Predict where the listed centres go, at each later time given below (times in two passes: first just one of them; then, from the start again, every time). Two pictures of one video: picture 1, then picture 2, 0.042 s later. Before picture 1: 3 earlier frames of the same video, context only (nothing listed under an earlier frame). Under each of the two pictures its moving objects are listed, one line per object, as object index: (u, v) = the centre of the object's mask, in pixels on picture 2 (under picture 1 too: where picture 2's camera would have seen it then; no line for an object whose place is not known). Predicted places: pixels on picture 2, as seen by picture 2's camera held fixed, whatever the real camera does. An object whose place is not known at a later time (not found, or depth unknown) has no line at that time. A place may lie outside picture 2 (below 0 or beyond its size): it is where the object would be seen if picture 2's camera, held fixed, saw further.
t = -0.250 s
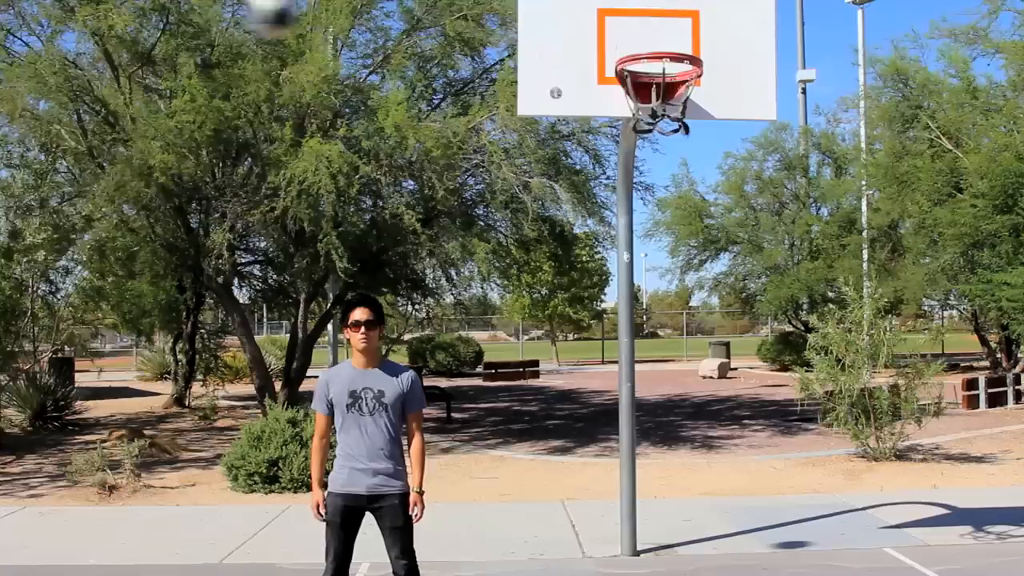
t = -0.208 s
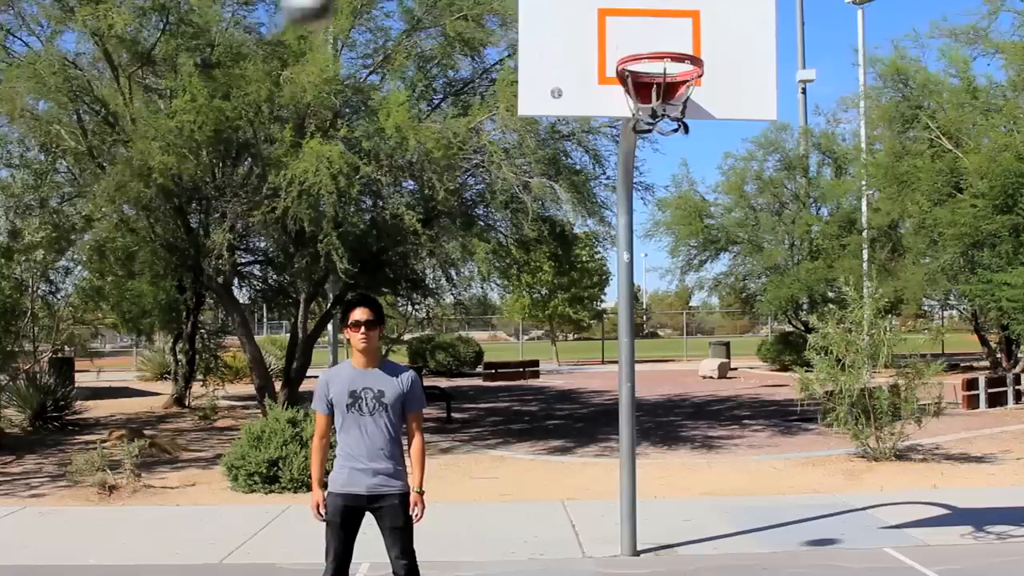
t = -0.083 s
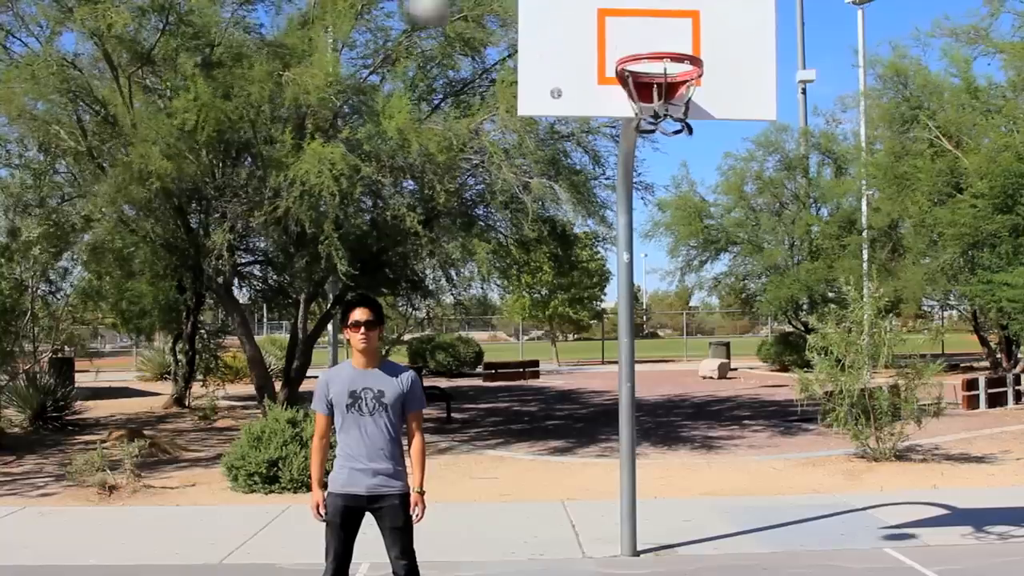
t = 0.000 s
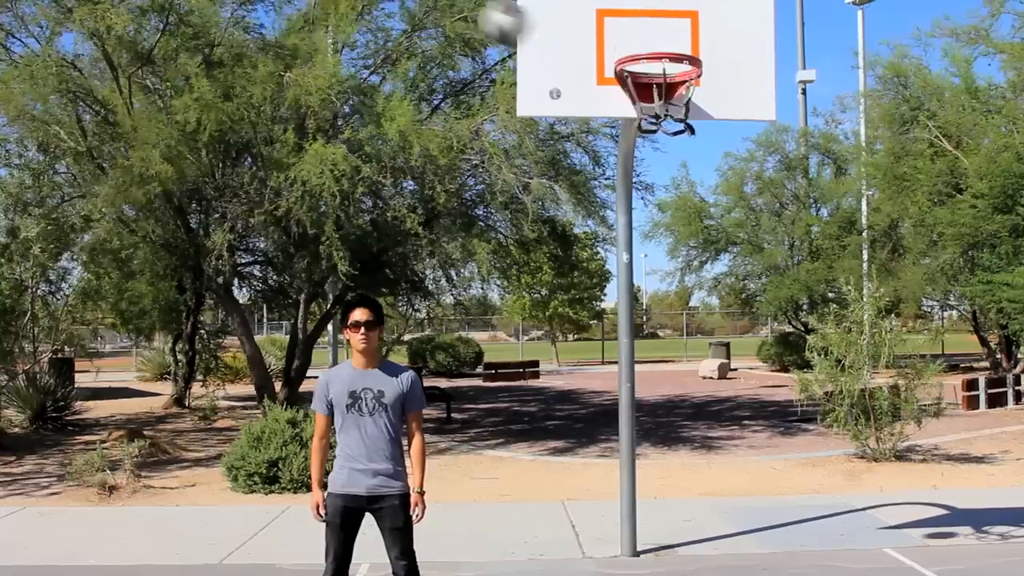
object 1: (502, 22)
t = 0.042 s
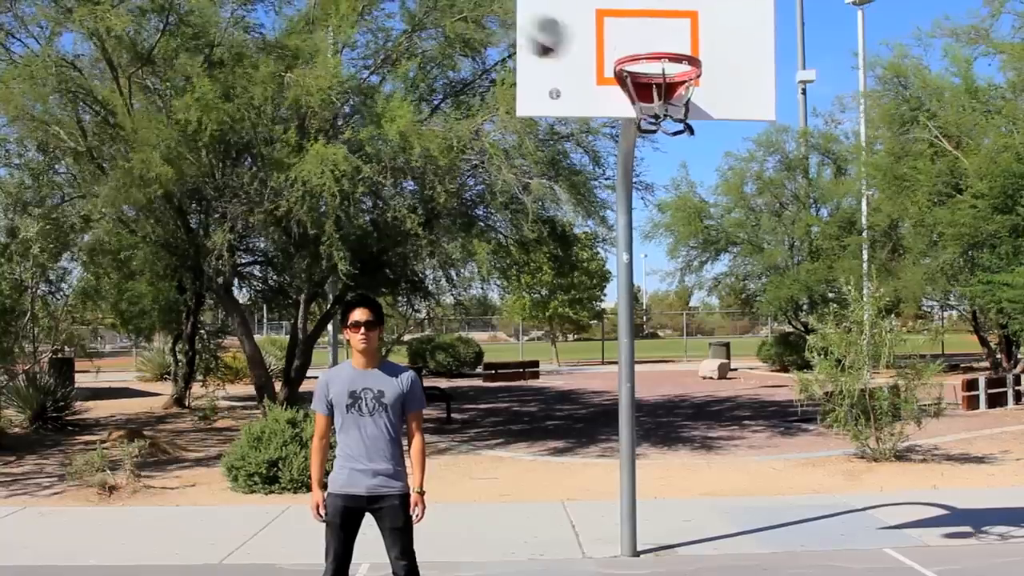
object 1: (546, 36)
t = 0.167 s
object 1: (572, 87)
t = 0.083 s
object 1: (582, 53)
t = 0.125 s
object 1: (600, 71)
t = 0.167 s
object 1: (572, 87)
